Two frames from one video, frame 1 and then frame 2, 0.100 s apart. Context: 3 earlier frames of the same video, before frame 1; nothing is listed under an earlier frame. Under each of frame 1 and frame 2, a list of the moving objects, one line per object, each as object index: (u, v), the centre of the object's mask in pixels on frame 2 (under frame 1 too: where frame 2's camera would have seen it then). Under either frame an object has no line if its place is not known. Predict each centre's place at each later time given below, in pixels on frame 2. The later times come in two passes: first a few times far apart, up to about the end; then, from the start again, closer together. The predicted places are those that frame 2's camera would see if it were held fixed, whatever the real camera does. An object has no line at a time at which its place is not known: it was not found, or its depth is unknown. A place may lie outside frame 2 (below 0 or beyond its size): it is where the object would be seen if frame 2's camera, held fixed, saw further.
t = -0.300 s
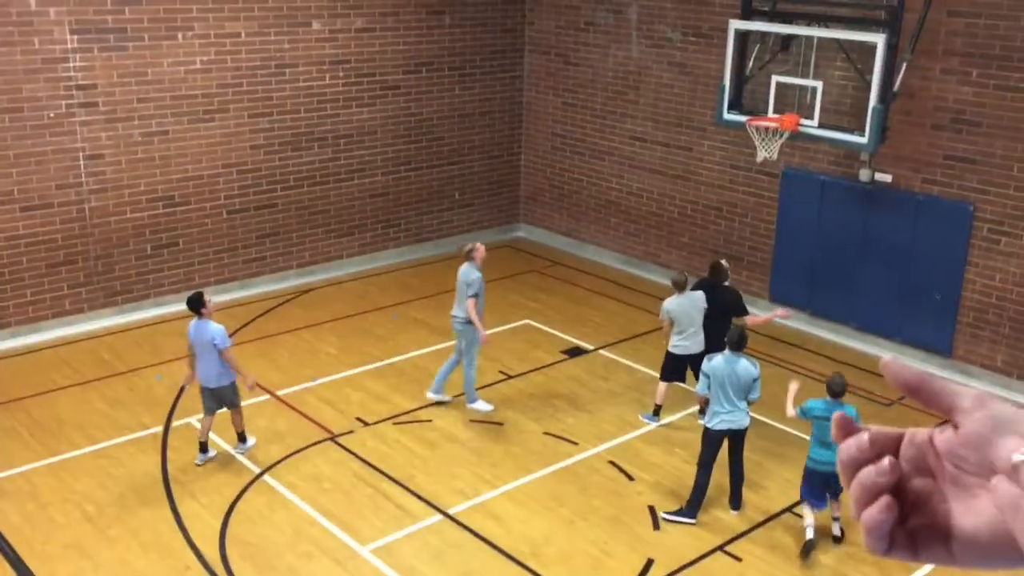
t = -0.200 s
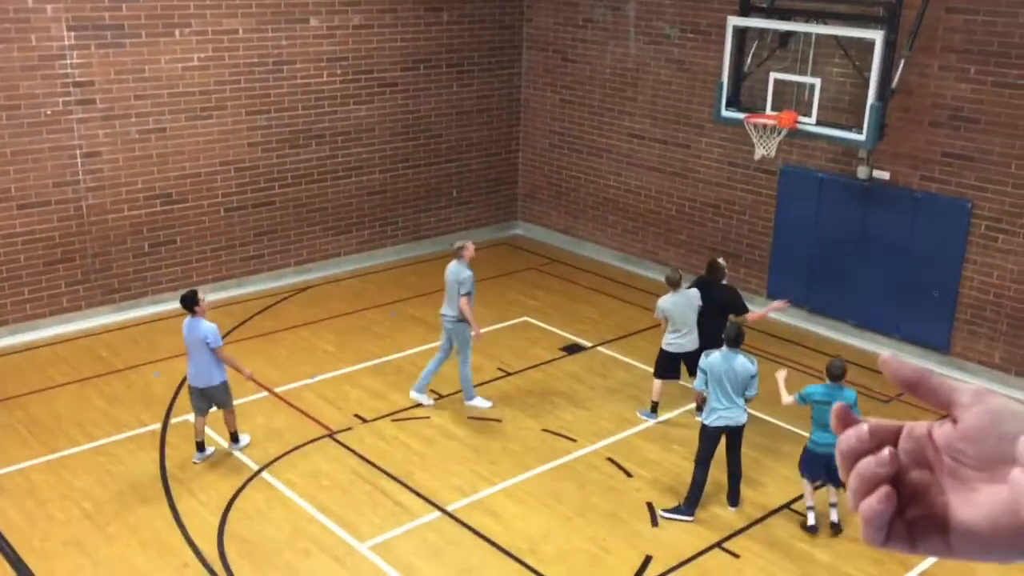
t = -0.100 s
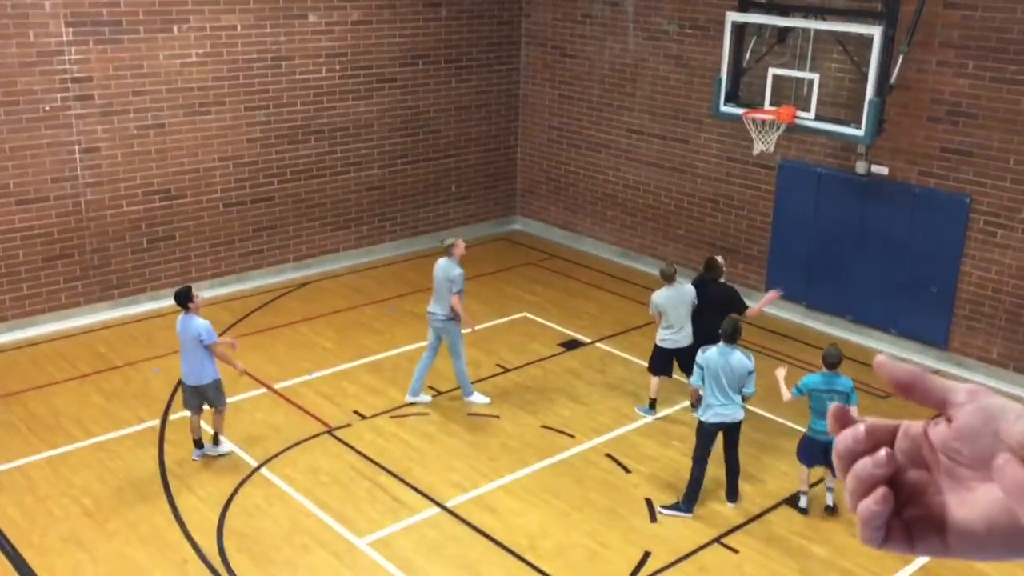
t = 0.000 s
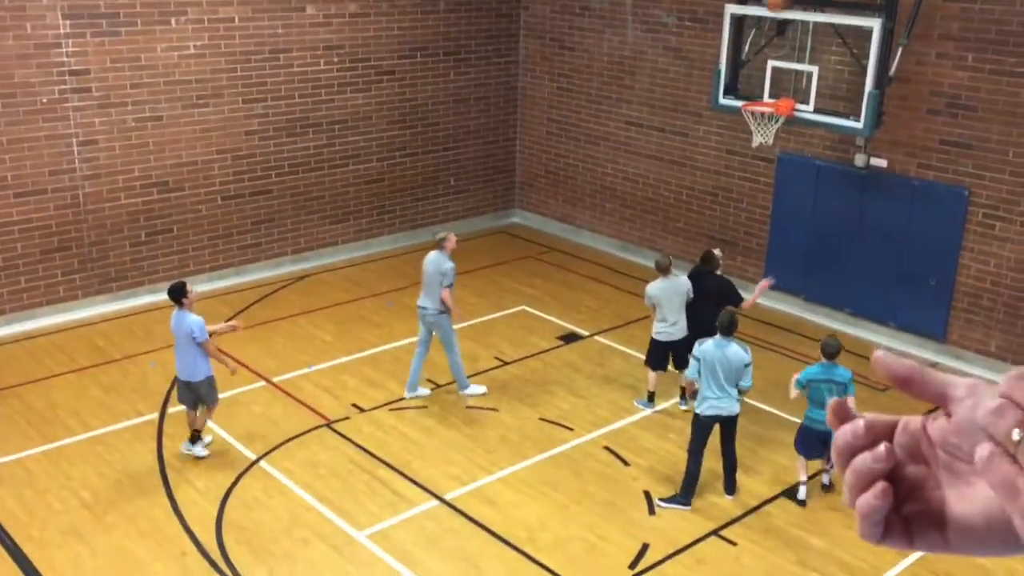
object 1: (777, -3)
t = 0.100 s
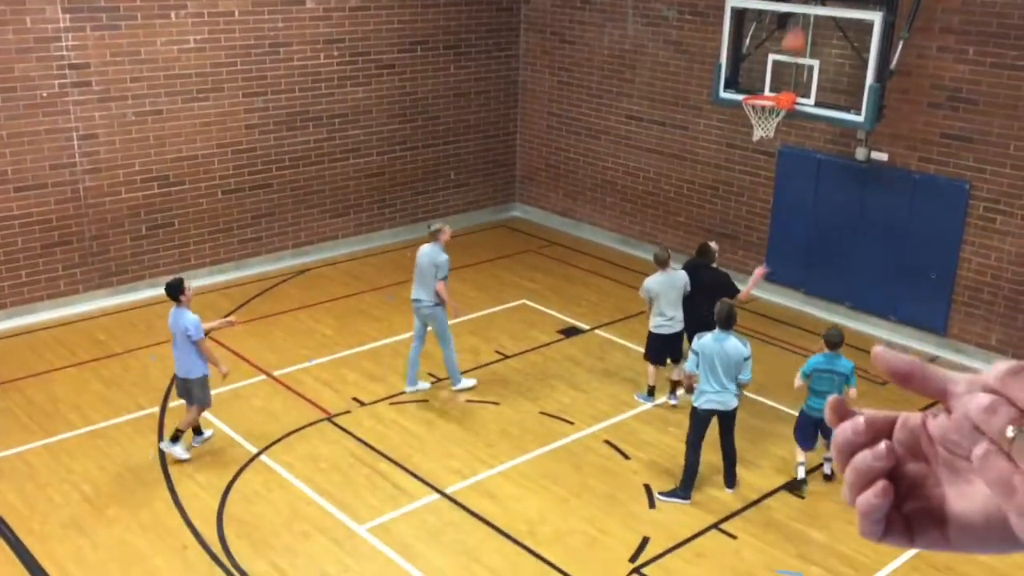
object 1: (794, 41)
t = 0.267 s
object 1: (760, 77)
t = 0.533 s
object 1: (688, 31)
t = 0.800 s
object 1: (611, 53)
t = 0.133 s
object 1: (788, 57)
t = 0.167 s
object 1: (782, 74)
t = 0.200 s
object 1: (777, 89)
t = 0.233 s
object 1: (767, 87)
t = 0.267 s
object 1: (760, 77)
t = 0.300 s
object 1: (752, 68)
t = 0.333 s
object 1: (743, 59)
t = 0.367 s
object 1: (735, 52)
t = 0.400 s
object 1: (726, 45)
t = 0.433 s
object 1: (716, 40)
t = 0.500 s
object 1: (697, 33)
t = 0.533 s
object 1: (688, 31)
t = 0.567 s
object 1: (679, 28)
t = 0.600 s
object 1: (669, 30)
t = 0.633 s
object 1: (660, 29)
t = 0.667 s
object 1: (651, 31)
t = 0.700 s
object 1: (640, 34)
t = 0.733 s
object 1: (631, 39)
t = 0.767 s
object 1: (620, 45)
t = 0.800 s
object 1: (611, 53)
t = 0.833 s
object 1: (600, 60)
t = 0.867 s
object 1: (590, 70)
